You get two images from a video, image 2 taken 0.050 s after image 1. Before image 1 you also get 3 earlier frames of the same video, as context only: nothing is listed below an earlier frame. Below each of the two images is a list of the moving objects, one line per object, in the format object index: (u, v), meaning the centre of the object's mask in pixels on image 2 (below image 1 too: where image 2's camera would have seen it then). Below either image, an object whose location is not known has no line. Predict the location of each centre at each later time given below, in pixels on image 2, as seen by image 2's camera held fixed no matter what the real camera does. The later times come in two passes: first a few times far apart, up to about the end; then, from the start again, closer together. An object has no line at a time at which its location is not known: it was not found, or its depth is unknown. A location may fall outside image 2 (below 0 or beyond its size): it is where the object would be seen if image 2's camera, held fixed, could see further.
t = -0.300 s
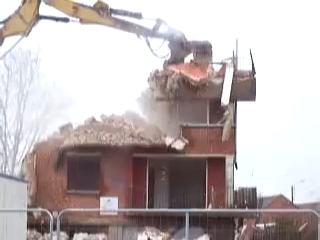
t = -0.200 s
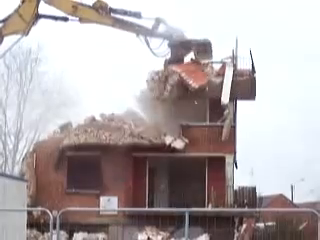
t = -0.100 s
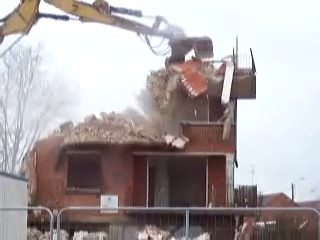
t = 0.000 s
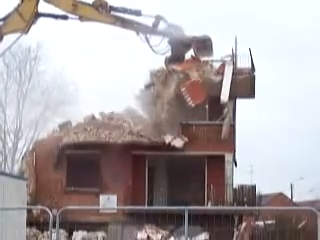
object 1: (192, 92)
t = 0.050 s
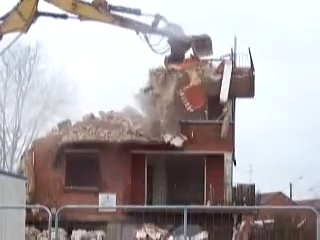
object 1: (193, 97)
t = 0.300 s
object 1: (192, 125)
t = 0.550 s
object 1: (198, 171)
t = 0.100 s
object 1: (192, 103)
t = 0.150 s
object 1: (190, 109)
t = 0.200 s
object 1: (191, 118)
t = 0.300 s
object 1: (192, 125)
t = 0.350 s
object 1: (191, 136)
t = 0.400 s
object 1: (193, 144)
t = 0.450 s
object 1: (195, 153)
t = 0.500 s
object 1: (197, 162)
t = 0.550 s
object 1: (198, 171)
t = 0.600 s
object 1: (199, 181)
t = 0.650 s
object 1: (200, 191)
